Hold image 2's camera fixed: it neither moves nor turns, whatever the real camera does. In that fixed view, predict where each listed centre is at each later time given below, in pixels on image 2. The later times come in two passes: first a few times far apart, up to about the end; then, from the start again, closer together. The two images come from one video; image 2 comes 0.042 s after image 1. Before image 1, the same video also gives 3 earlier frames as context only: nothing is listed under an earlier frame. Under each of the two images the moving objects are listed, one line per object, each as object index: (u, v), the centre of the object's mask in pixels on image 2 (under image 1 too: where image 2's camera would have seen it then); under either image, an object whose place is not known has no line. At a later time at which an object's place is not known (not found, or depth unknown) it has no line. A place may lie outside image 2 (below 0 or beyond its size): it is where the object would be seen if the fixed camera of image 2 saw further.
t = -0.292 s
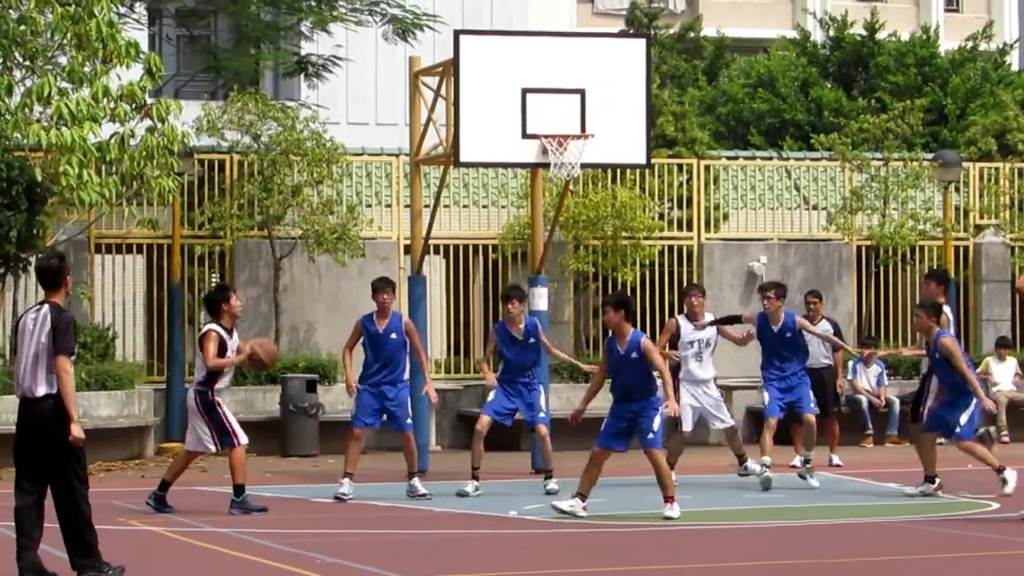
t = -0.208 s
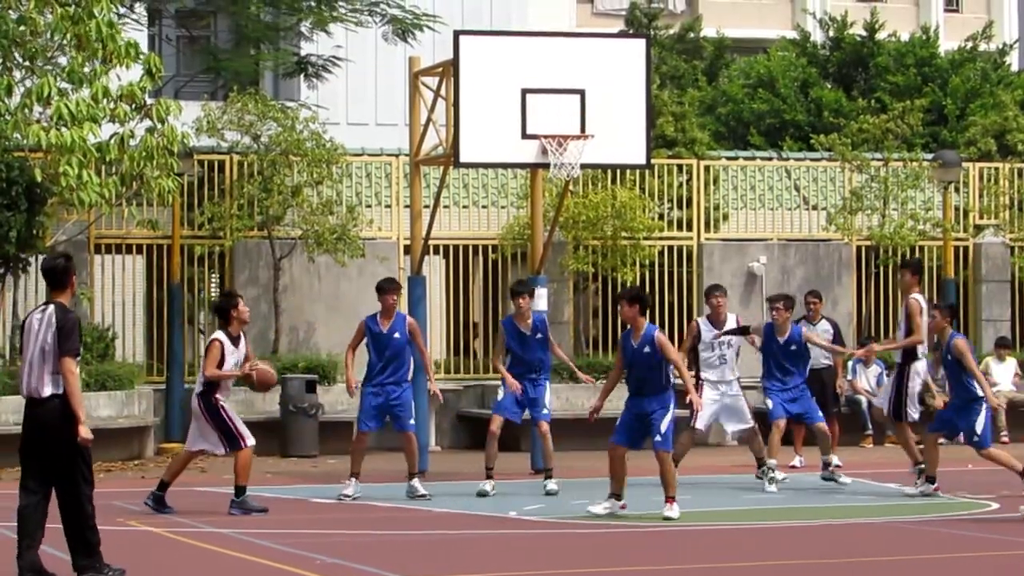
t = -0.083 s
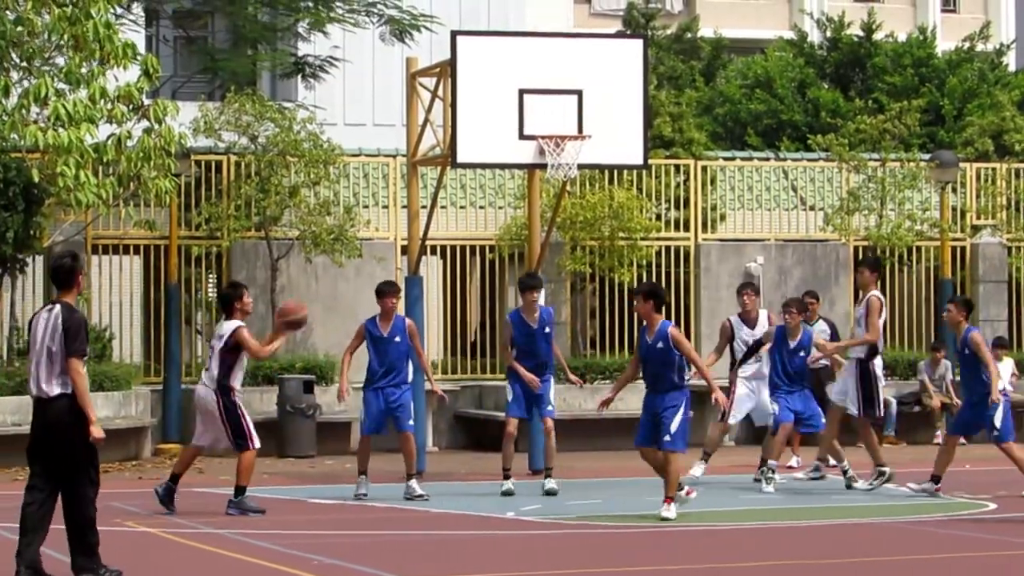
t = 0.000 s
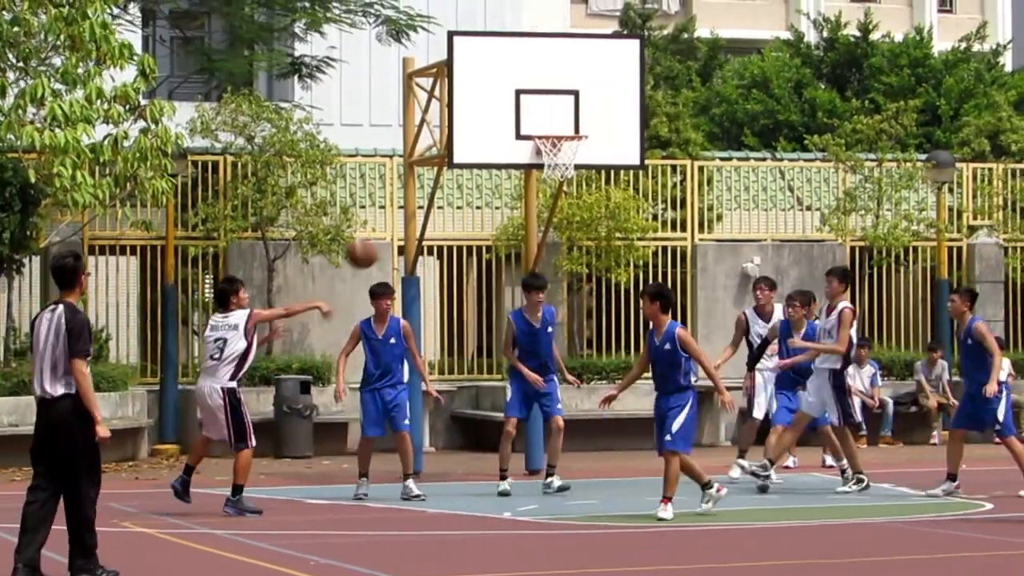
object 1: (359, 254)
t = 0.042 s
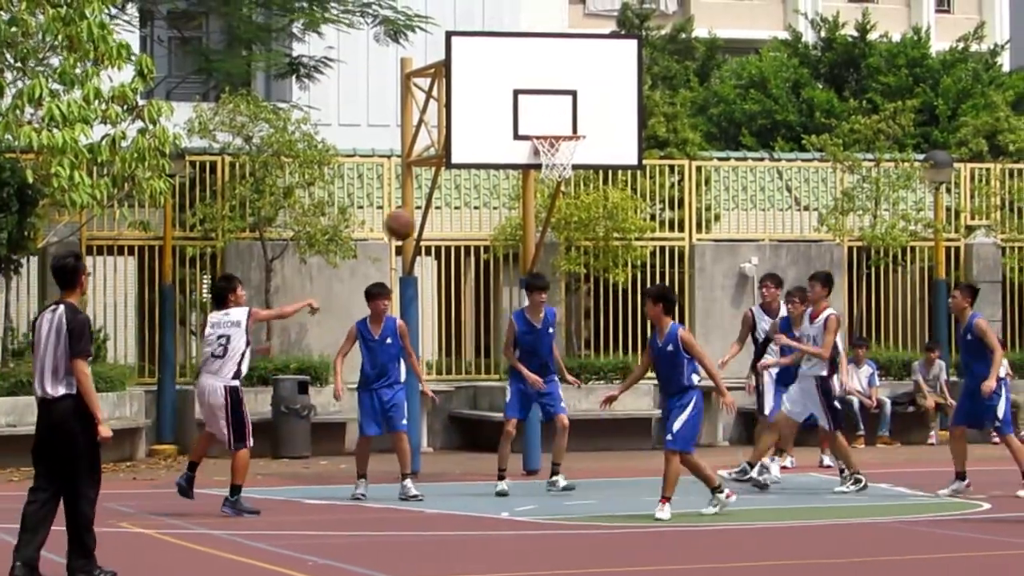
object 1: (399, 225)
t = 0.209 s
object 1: (560, 133)
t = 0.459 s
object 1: (790, 62)
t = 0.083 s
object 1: (440, 198)
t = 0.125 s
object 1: (481, 175)
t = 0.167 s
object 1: (521, 152)
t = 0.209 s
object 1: (560, 133)
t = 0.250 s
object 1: (599, 115)
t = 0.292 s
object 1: (638, 100)
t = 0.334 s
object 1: (676, 86)
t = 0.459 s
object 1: (790, 62)
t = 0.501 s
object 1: (829, 58)
